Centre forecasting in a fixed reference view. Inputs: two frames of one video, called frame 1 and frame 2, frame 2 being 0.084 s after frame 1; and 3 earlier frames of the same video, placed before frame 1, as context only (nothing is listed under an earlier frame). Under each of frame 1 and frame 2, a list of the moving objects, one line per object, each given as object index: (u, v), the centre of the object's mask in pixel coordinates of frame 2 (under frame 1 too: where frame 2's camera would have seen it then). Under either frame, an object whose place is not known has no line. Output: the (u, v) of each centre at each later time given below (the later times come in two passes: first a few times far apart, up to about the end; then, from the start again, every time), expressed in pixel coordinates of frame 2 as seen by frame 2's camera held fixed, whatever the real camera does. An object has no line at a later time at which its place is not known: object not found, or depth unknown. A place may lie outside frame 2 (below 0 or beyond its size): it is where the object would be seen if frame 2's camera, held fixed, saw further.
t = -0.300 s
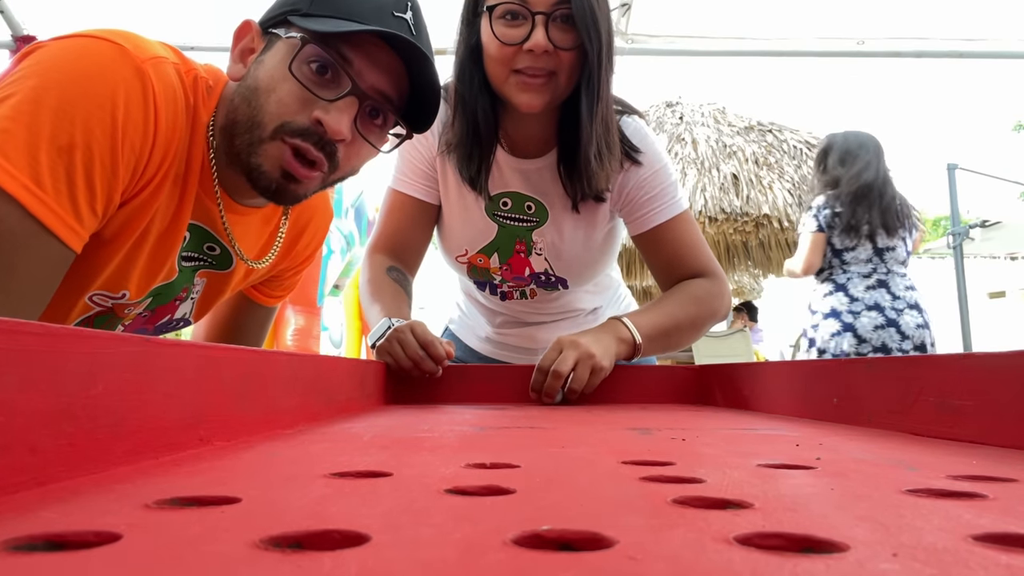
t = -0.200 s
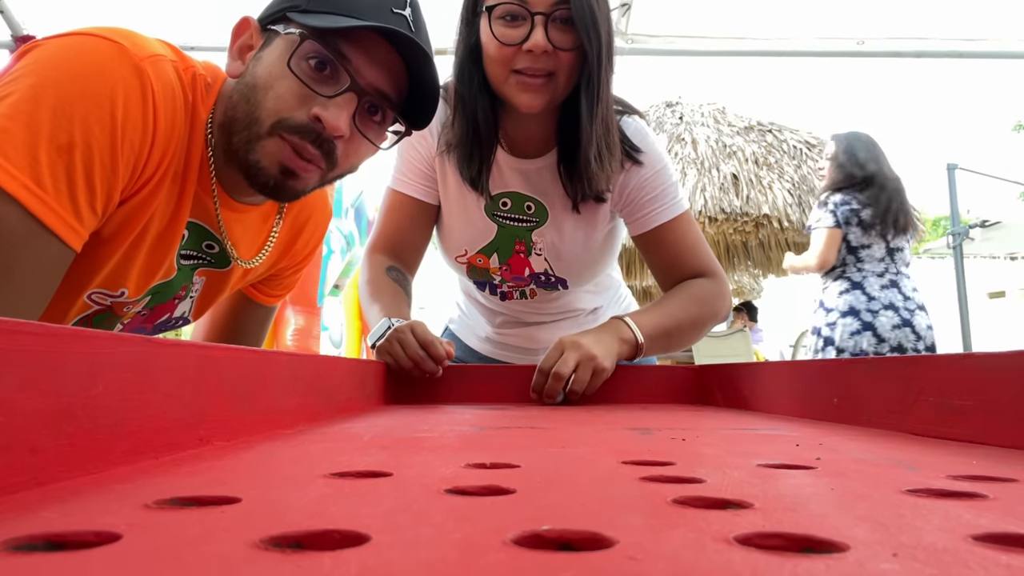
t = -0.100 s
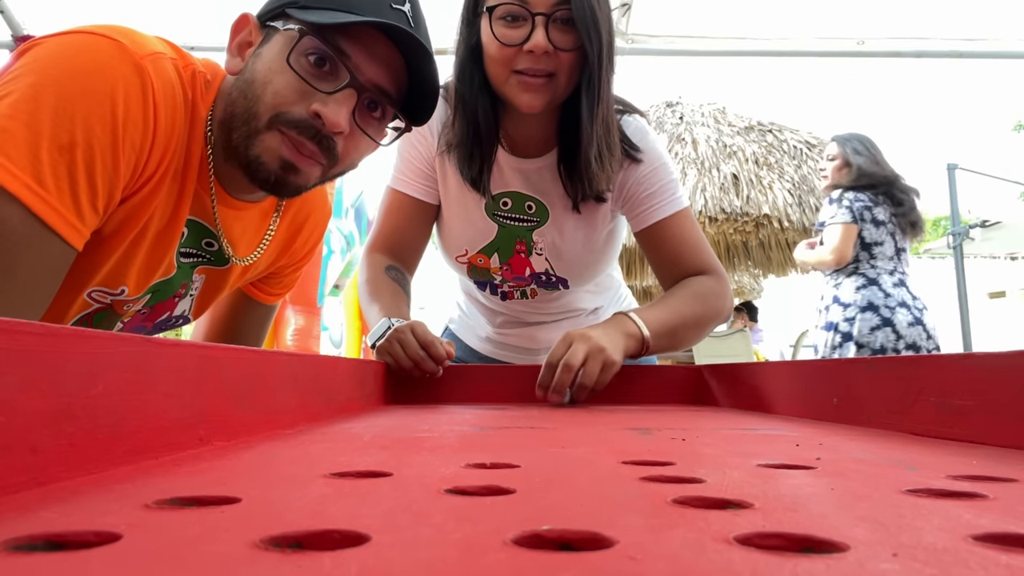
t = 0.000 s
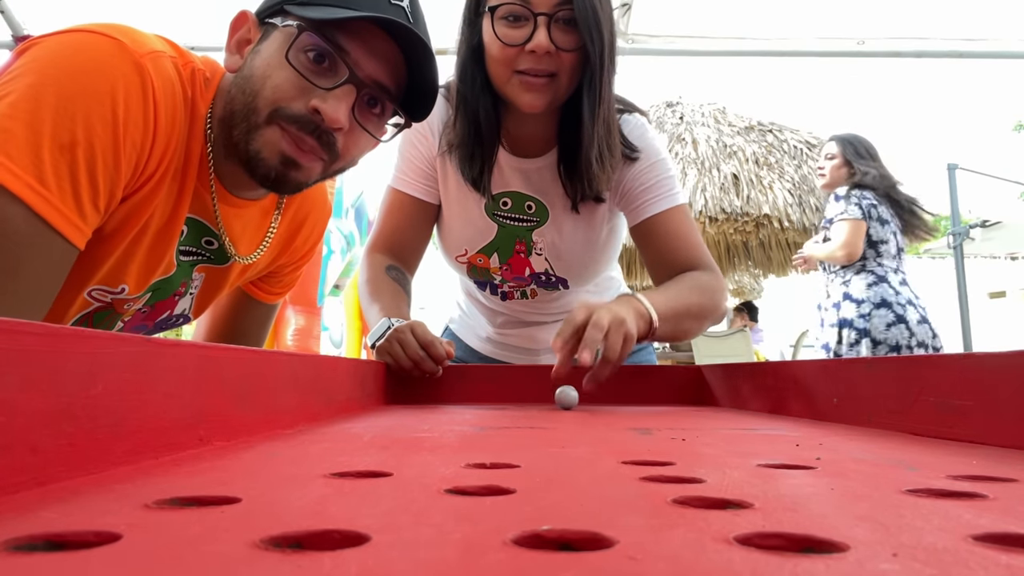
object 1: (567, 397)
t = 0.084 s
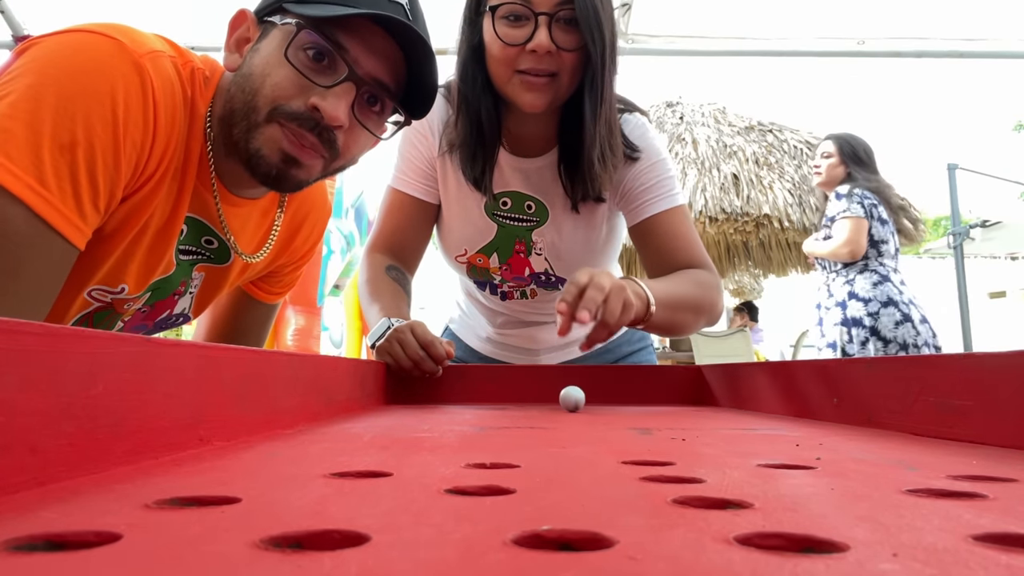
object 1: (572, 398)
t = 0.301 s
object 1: (595, 403)
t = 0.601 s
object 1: (650, 417)
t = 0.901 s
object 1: (788, 446)
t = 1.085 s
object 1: (986, 482)
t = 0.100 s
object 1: (573, 399)
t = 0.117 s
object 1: (575, 399)
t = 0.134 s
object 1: (576, 399)
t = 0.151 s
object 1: (577, 400)
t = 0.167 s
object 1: (579, 400)
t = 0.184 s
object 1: (581, 400)
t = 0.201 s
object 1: (583, 401)
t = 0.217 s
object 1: (584, 401)
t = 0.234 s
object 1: (586, 401)
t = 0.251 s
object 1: (589, 402)
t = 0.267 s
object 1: (591, 402)
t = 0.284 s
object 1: (593, 403)
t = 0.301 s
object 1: (595, 403)
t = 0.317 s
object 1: (597, 404)
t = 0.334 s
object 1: (600, 404)
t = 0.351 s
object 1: (602, 405)
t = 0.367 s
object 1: (605, 405)
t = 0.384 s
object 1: (607, 406)
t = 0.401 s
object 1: (609, 406)
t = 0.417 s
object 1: (612, 407)
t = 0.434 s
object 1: (615, 408)
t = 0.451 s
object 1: (618, 408)
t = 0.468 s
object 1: (621, 409)
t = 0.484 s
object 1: (624, 410)
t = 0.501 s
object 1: (627, 412)
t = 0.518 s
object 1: (631, 413)
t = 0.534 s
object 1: (634, 414)
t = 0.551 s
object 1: (638, 415)
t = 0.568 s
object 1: (642, 416)
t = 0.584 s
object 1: (646, 417)
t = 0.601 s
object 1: (650, 417)
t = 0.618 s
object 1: (655, 418)
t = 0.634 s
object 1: (659, 419)
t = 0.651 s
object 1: (664, 420)
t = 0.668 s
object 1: (670, 422)
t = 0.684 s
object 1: (675, 423)
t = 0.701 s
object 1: (681, 424)
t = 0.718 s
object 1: (687, 425)
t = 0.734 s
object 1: (694, 427)
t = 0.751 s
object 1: (701, 428)
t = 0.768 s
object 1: (708, 430)
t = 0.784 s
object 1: (716, 431)
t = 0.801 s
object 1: (724, 433)
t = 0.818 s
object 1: (733, 435)
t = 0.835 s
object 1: (743, 437)
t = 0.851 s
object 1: (753, 439)
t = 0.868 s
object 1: (764, 441)
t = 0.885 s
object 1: (775, 443)
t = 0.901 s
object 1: (788, 446)
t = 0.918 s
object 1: (801, 448)
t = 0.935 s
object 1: (816, 451)
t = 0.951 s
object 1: (831, 454)
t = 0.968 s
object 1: (848, 457)
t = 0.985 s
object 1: (866, 461)
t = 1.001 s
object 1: (887, 464)
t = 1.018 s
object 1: (908, 467)
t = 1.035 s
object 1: (931, 472)
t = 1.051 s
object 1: (955, 475)
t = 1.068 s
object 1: (974, 480)
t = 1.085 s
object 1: (986, 482)
